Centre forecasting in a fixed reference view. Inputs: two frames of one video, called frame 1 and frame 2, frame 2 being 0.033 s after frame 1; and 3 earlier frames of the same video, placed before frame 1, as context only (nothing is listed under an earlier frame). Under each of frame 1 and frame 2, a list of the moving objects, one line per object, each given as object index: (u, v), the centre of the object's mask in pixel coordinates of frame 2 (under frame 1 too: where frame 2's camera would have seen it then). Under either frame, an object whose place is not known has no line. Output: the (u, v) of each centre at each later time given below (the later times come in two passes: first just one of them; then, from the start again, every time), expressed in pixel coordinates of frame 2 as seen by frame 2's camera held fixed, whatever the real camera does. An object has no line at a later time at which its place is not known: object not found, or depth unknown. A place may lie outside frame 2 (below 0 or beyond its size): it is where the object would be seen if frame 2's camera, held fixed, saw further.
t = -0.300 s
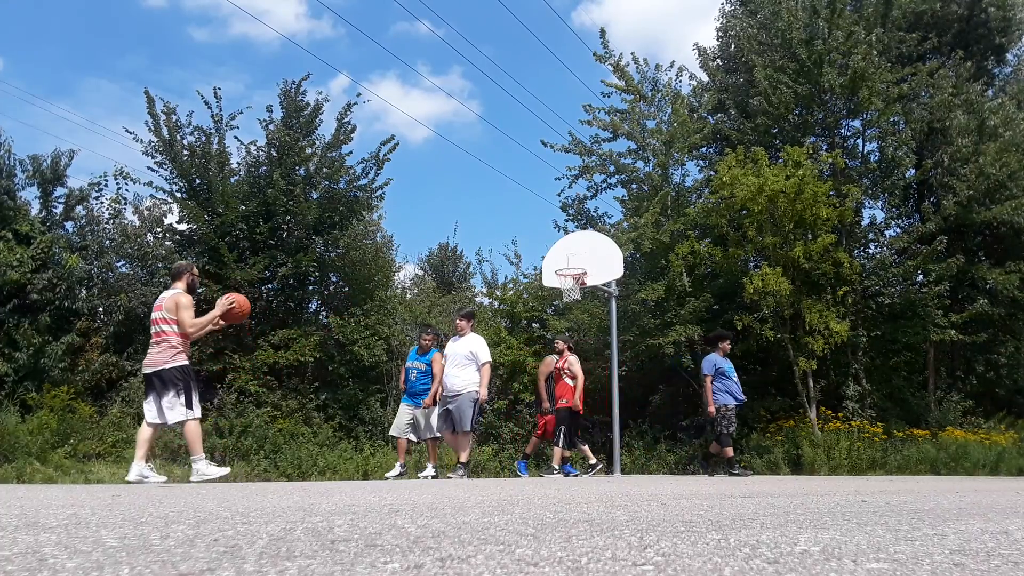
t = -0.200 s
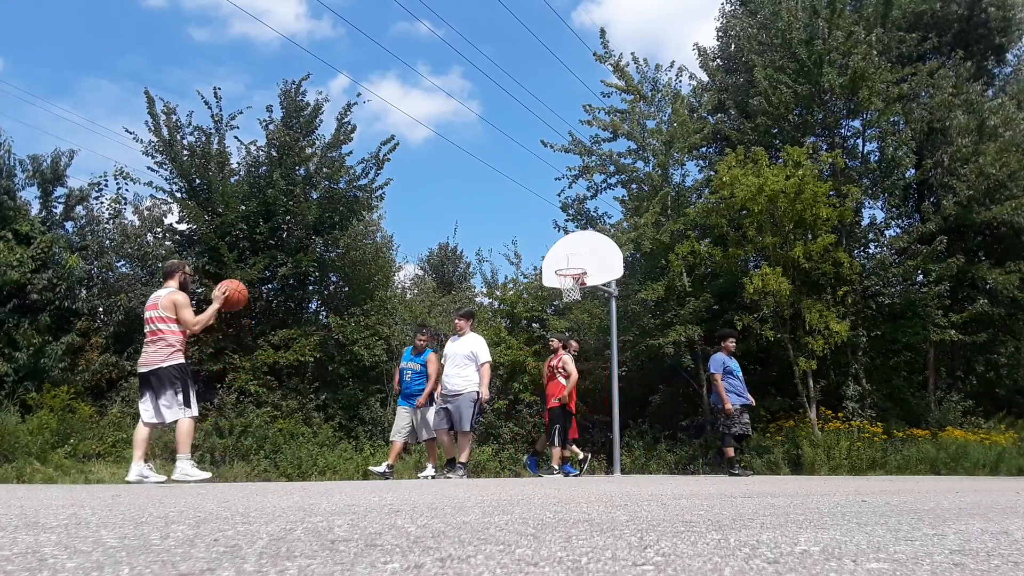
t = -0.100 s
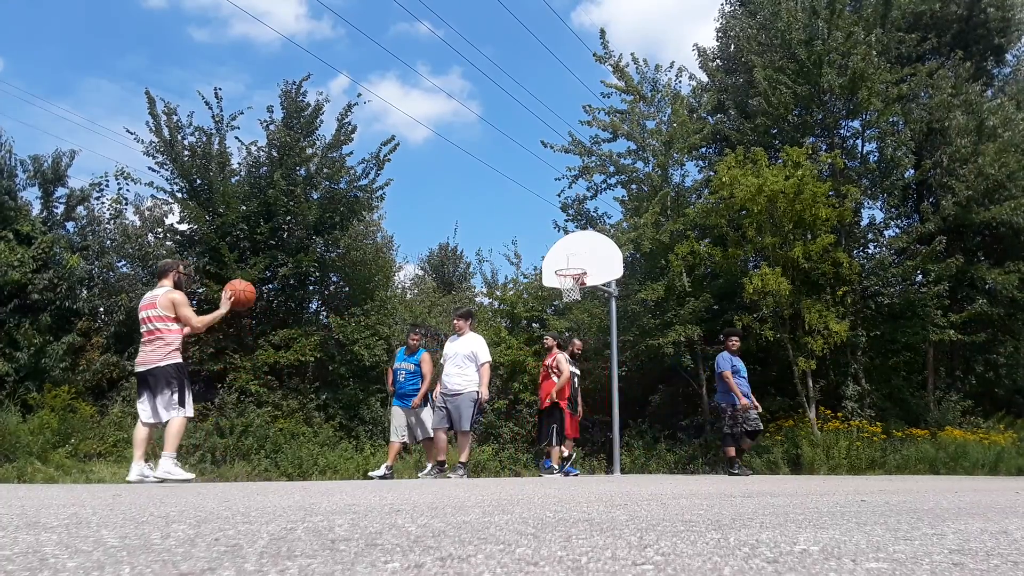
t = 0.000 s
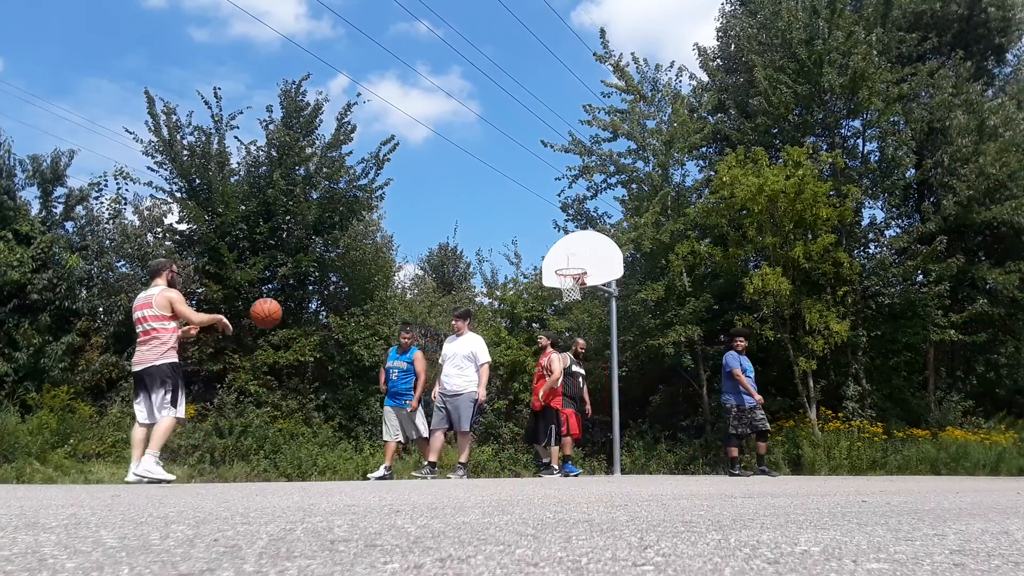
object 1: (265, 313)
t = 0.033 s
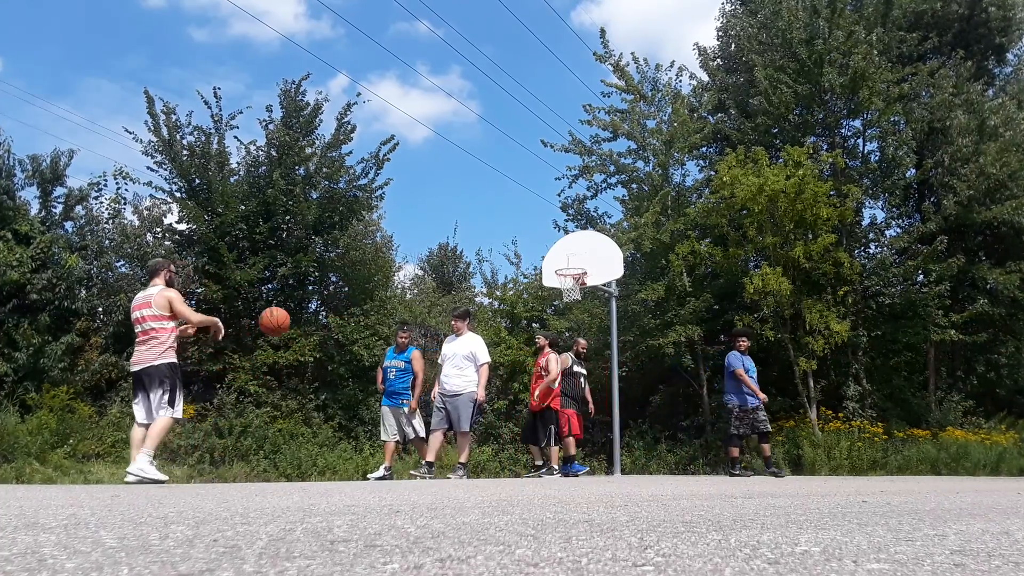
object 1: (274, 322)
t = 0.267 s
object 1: (329, 413)
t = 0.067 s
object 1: (283, 332)
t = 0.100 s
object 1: (292, 342)
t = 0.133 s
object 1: (299, 355)
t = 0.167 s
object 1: (307, 368)
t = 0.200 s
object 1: (314, 382)
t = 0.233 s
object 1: (322, 396)
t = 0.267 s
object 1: (329, 413)
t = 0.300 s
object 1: (336, 429)
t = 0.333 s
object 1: (342, 447)
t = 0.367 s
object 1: (348, 467)
